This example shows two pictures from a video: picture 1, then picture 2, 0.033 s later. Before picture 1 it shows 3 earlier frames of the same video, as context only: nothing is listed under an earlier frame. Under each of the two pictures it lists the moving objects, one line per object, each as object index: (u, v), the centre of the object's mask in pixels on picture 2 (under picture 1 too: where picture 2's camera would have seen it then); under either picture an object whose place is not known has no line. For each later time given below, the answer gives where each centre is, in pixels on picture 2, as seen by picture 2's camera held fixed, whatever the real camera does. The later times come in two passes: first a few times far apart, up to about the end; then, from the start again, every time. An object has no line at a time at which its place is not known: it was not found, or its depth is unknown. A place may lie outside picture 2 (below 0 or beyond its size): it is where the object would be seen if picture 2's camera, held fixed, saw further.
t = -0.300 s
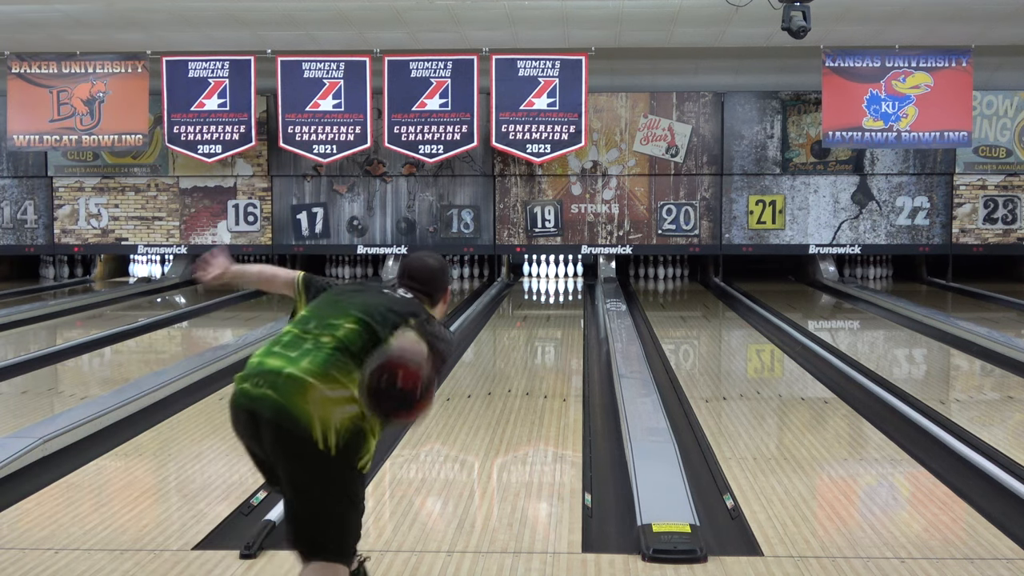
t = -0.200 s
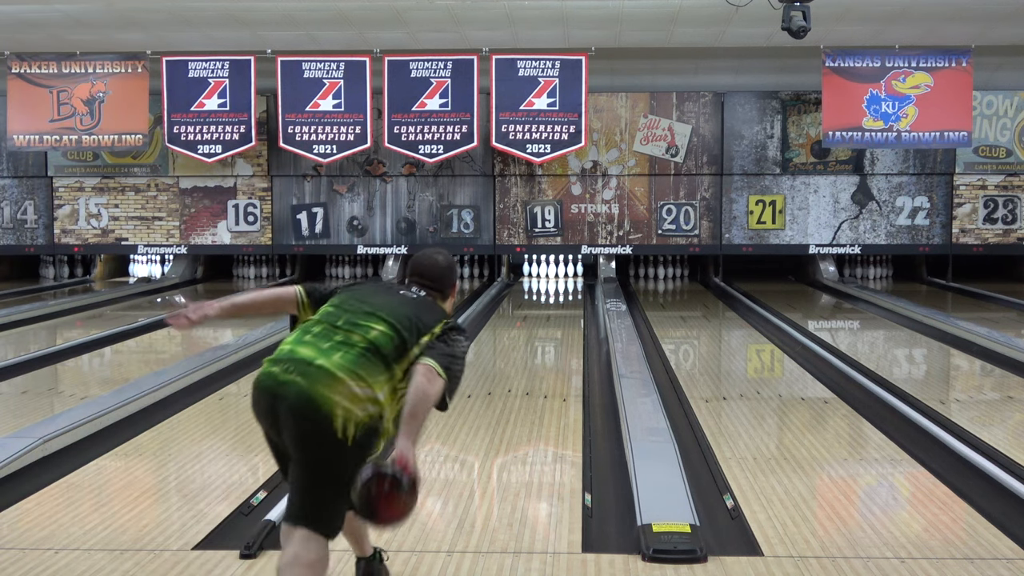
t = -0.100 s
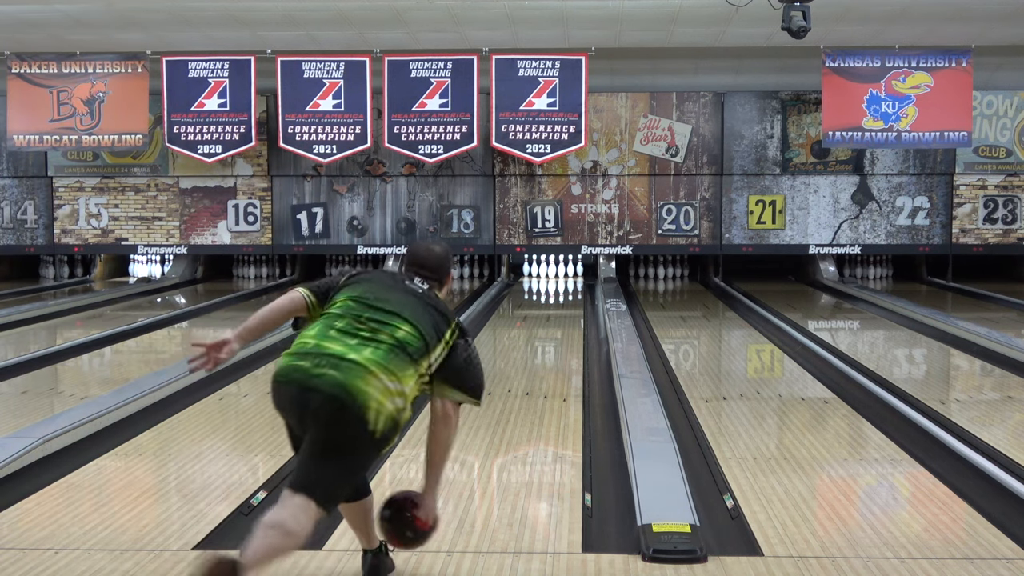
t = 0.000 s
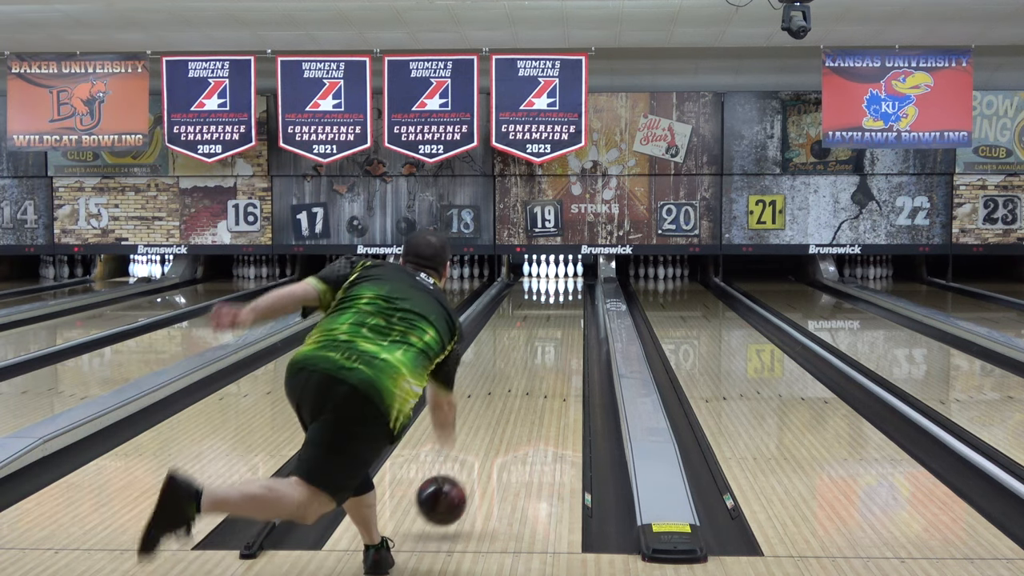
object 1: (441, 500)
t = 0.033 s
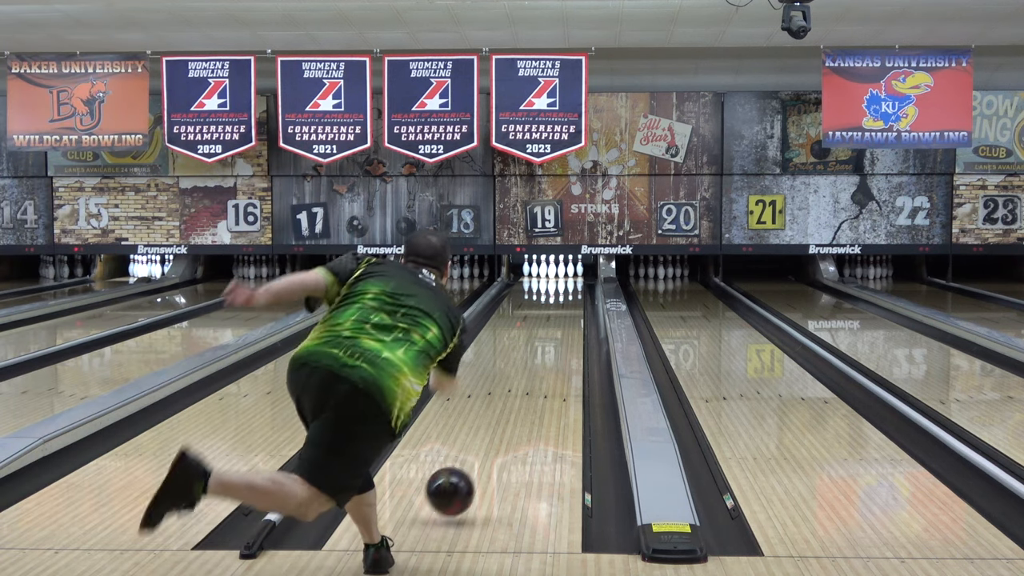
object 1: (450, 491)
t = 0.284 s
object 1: (498, 427)
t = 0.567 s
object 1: (530, 376)
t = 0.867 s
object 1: (551, 343)
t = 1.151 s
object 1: (563, 321)
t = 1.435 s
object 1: (571, 305)
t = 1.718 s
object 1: (576, 292)
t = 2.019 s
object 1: (573, 282)
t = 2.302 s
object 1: (563, 275)
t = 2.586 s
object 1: (561, 271)
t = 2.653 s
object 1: (562, 270)
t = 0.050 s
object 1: (454, 488)
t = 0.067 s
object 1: (458, 485)
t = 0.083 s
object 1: (462, 482)
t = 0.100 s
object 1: (465, 476)
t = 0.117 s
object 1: (469, 471)
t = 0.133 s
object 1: (472, 466)
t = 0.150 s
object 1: (476, 461)
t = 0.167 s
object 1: (479, 456)
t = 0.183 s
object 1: (482, 452)
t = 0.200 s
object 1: (485, 447)
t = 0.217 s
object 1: (488, 443)
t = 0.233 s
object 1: (490, 439)
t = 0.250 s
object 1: (493, 434)
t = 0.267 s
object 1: (495, 430)
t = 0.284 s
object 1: (498, 427)
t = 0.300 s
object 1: (500, 423)
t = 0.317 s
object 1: (503, 419)
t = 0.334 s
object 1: (505, 416)
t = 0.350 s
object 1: (507, 413)
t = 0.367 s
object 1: (509, 409)
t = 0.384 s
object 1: (511, 406)
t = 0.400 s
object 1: (513, 403)
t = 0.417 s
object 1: (515, 400)
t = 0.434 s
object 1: (517, 397)
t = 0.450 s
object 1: (518, 394)
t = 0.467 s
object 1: (520, 392)
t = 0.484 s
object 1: (522, 389)
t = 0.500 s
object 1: (524, 386)
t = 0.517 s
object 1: (525, 384)
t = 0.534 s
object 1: (527, 381)
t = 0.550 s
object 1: (528, 379)
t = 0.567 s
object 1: (530, 376)
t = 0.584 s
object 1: (531, 376)
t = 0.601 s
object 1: (537, 376)
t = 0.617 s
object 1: (540, 368)
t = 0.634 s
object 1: (539, 367)
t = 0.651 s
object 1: (539, 366)
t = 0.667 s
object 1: (539, 364)
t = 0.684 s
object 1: (539, 362)
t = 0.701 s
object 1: (540, 360)
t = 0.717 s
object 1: (541, 358)
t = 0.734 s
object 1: (543, 356)
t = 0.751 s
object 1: (543, 354)
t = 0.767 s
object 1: (545, 352)
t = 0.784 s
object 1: (546, 351)
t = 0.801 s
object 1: (547, 349)
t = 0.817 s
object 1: (548, 347)
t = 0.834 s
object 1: (549, 346)
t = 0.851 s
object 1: (550, 344)
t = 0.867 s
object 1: (551, 343)
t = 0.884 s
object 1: (551, 341)
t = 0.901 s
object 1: (552, 340)
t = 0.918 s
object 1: (553, 338)
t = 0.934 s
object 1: (554, 337)
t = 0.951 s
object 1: (555, 335)
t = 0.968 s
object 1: (556, 334)
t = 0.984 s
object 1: (557, 333)
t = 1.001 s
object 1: (557, 331)
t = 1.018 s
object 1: (558, 330)
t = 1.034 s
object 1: (559, 329)
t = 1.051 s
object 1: (559, 328)
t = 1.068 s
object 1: (560, 327)
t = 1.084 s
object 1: (561, 325)
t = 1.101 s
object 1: (561, 324)
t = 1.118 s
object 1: (562, 323)
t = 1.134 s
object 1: (562, 322)
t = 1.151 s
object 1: (563, 321)
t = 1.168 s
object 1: (564, 320)
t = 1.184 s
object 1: (564, 318)
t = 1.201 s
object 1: (565, 318)
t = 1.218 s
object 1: (565, 317)
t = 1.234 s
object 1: (566, 316)
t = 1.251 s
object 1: (566, 314)
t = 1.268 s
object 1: (567, 314)
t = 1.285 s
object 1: (568, 313)
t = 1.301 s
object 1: (568, 312)
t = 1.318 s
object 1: (569, 311)
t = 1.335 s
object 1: (569, 310)
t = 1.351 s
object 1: (569, 309)
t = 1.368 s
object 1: (570, 308)
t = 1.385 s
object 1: (570, 307)
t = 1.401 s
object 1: (570, 307)
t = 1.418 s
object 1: (571, 305)
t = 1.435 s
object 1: (571, 305)
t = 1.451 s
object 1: (571, 304)
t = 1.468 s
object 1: (572, 303)
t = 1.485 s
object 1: (572, 302)
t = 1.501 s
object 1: (573, 301)
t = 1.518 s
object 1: (573, 301)
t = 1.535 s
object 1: (573, 300)
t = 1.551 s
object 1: (573, 299)
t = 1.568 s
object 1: (573, 298)
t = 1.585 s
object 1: (574, 297)
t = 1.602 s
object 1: (574, 297)
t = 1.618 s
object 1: (575, 296)
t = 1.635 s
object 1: (575, 296)
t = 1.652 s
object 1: (575, 295)
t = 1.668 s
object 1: (575, 294)
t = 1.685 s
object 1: (575, 293)
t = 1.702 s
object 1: (575, 293)
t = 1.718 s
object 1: (576, 292)
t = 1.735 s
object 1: (576, 291)
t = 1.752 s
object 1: (576, 291)
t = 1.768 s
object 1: (576, 290)
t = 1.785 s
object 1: (575, 290)
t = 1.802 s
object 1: (575, 289)
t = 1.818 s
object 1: (576, 289)
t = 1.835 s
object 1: (576, 288)
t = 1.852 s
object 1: (575, 287)
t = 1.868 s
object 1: (575, 287)
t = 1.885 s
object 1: (575, 286)
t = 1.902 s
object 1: (575, 286)
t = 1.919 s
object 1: (575, 285)
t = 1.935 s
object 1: (575, 285)
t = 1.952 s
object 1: (574, 284)
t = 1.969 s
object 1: (574, 284)
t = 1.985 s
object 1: (574, 283)
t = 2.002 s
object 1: (573, 283)
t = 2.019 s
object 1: (573, 282)
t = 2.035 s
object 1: (572, 282)
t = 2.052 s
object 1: (572, 281)
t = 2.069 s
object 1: (571, 281)
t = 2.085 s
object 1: (571, 280)
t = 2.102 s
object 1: (571, 280)
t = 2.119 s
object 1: (570, 279)
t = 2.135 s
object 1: (569, 279)
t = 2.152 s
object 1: (569, 279)
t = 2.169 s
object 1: (568, 279)
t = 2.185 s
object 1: (568, 278)
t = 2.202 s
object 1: (567, 277)
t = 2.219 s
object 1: (566, 277)
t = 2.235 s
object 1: (565, 276)
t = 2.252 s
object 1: (565, 276)
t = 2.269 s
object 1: (564, 276)
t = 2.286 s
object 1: (563, 275)
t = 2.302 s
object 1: (563, 275)
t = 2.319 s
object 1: (562, 275)
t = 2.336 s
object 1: (562, 274)
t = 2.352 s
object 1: (561, 274)
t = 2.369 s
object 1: (560, 273)
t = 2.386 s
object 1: (559, 273)
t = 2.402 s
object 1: (559, 273)
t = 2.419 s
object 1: (560, 272)
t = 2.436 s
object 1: (560, 272)
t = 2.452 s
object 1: (560, 271)
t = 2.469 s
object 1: (560, 272)
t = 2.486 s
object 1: (560, 271)
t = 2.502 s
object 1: (561, 271)
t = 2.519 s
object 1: (561, 271)
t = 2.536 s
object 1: (561, 271)
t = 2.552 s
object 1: (561, 271)
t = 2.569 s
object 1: (562, 270)
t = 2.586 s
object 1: (561, 271)
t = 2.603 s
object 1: (561, 271)
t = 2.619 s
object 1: (562, 270)
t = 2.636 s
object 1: (562, 270)
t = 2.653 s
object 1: (562, 270)
